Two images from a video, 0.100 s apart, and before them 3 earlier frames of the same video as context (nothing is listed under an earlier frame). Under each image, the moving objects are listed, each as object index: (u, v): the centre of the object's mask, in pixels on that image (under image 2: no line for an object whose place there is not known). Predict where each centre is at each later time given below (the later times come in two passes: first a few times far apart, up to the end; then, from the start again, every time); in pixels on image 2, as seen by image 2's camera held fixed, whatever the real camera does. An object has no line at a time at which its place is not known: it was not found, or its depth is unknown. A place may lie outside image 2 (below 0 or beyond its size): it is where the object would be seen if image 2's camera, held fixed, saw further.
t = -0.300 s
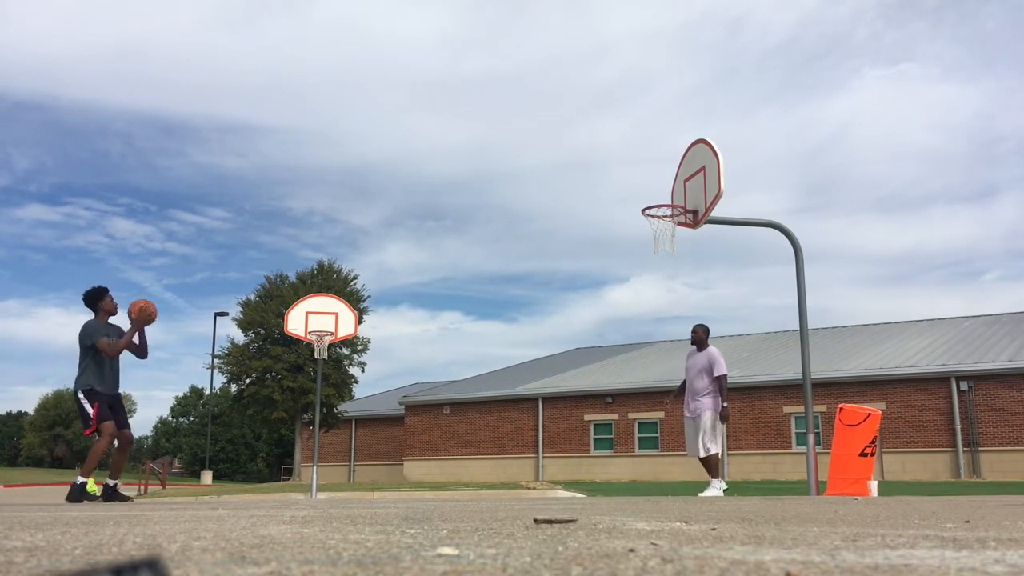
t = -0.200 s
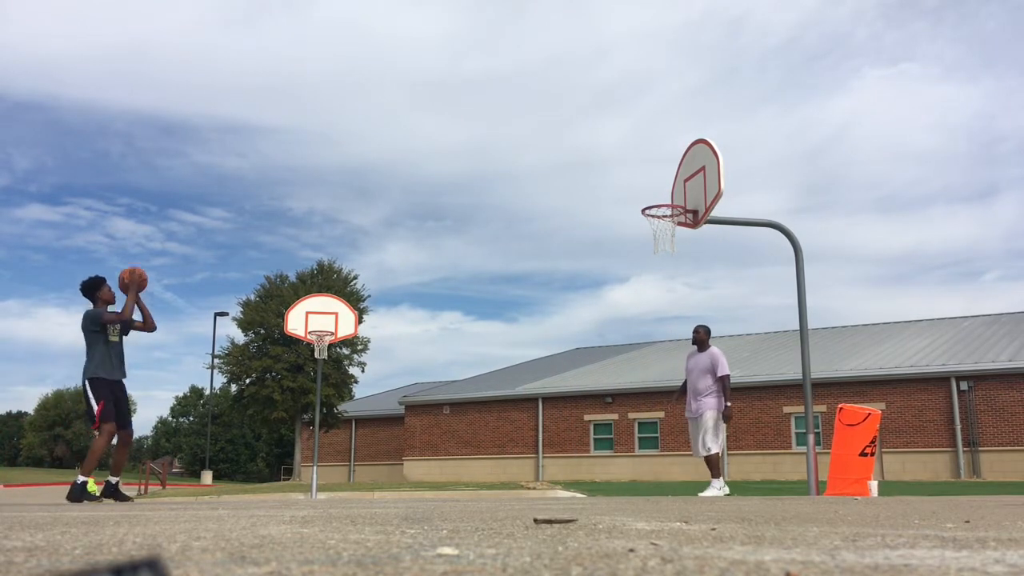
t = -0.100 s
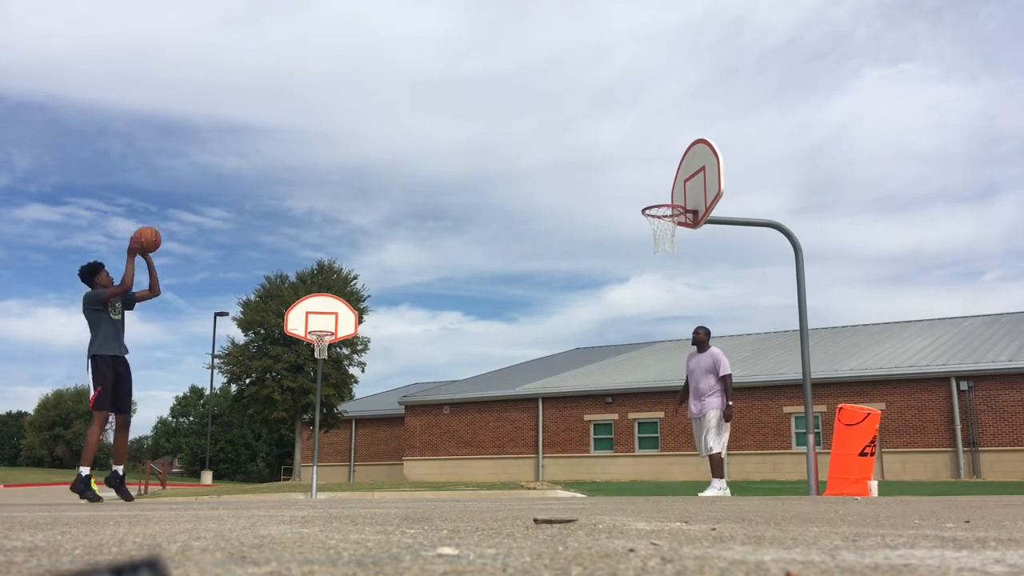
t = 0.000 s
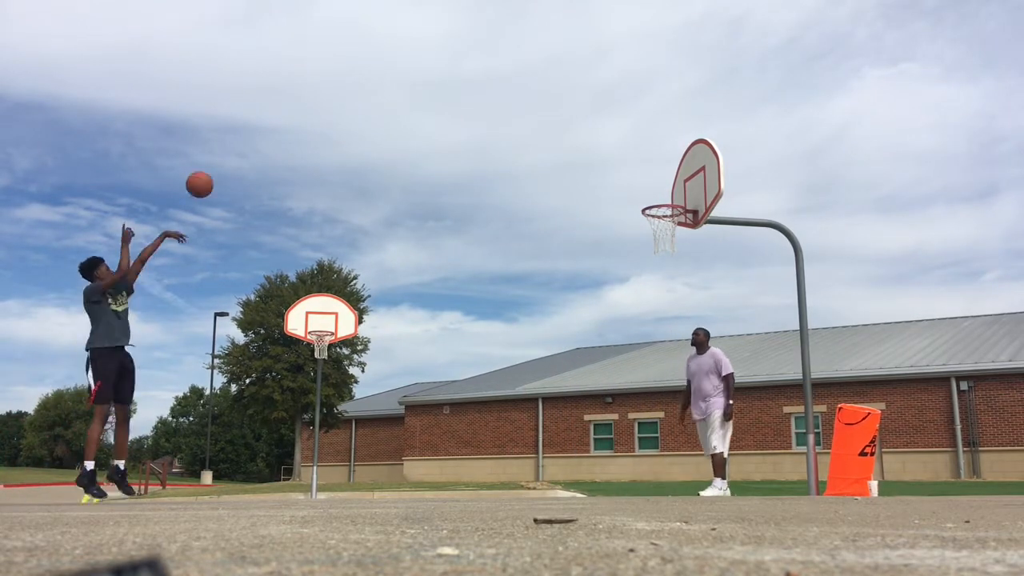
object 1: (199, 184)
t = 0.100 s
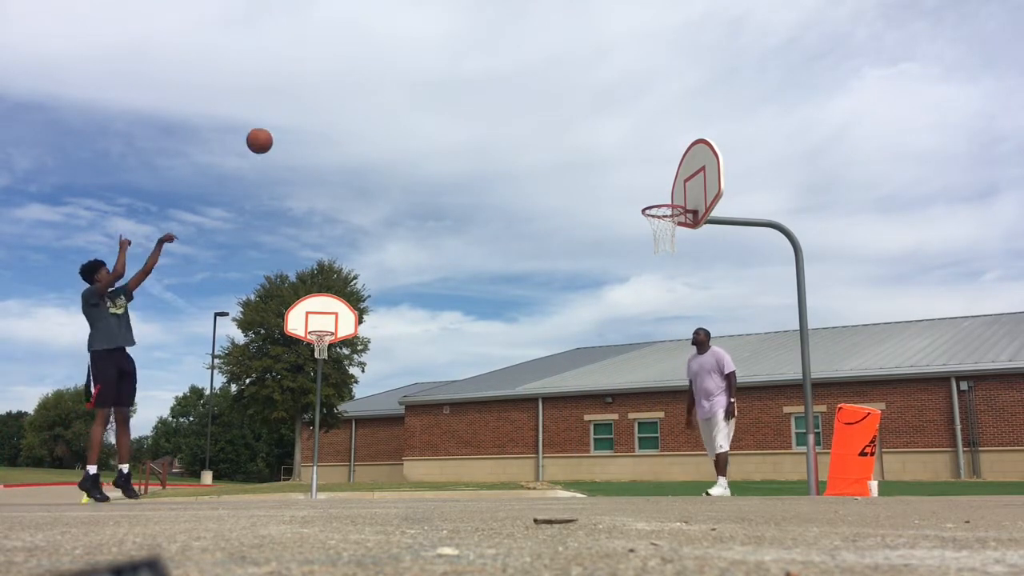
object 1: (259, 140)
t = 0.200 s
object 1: (315, 109)
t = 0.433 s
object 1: (431, 78)
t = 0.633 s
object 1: (520, 91)
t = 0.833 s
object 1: (603, 136)
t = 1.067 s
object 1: (657, 210)
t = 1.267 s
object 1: (677, 180)
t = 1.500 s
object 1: (687, 175)
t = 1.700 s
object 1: (682, 198)
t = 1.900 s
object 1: (672, 186)
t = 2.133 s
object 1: (663, 205)
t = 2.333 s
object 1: (663, 230)
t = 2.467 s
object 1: (662, 250)
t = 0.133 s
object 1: (278, 129)
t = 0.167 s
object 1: (297, 119)
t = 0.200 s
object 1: (315, 109)
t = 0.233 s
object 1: (332, 102)
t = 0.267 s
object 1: (349, 95)
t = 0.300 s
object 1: (366, 90)
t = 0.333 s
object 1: (383, 85)
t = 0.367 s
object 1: (399, 82)
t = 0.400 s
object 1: (415, 80)
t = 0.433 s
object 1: (431, 78)
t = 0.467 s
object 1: (447, 78)
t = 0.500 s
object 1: (462, 79)
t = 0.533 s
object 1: (477, 80)
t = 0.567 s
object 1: (491, 83)
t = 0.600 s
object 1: (506, 87)
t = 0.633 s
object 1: (520, 91)
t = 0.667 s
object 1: (534, 96)
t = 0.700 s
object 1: (549, 103)
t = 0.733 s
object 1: (562, 110)
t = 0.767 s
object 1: (576, 118)
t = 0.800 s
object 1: (590, 127)
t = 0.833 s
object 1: (603, 136)
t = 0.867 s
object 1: (616, 147)
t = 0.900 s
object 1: (630, 158)
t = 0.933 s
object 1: (643, 170)
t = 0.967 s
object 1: (655, 183)
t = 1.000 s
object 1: (668, 196)
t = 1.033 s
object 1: (671, 207)
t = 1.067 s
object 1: (657, 210)
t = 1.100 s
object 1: (658, 206)
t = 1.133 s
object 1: (667, 201)
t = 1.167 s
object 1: (673, 196)
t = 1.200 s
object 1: (675, 190)
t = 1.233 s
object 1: (676, 185)
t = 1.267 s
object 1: (677, 180)
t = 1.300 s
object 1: (679, 177)
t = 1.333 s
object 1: (680, 174)
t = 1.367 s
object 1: (681, 172)
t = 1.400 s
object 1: (682, 172)
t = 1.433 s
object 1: (684, 172)
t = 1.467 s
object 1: (686, 173)
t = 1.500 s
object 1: (687, 175)
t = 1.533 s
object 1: (688, 178)
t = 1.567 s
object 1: (687, 181)
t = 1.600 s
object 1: (686, 186)
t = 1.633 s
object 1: (685, 190)
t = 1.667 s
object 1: (684, 195)
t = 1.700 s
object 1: (682, 198)
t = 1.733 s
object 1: (681, 195)
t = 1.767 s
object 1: (679, 191)
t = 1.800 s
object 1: (678, 189)
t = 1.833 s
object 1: (676, 187)
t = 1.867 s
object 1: (674, 186)
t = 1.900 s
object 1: (672, 186)
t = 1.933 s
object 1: (671, 187)
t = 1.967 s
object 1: (669, 189)
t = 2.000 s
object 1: (667, 192)
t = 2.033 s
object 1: (666, 195)
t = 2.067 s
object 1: (664, 199)
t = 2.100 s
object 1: (664, 202)
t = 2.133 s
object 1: (663, 205)
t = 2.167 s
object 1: (663, 209)
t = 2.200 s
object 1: (662, 214)
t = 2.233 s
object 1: (662, 219)
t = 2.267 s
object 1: (662, 225)
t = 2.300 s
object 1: (662, 228)
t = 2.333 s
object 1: (663, 230)
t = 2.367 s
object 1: (662, 234)
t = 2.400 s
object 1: (662, 239)
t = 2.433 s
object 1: (662, 244)
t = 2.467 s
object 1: (662, 250)
